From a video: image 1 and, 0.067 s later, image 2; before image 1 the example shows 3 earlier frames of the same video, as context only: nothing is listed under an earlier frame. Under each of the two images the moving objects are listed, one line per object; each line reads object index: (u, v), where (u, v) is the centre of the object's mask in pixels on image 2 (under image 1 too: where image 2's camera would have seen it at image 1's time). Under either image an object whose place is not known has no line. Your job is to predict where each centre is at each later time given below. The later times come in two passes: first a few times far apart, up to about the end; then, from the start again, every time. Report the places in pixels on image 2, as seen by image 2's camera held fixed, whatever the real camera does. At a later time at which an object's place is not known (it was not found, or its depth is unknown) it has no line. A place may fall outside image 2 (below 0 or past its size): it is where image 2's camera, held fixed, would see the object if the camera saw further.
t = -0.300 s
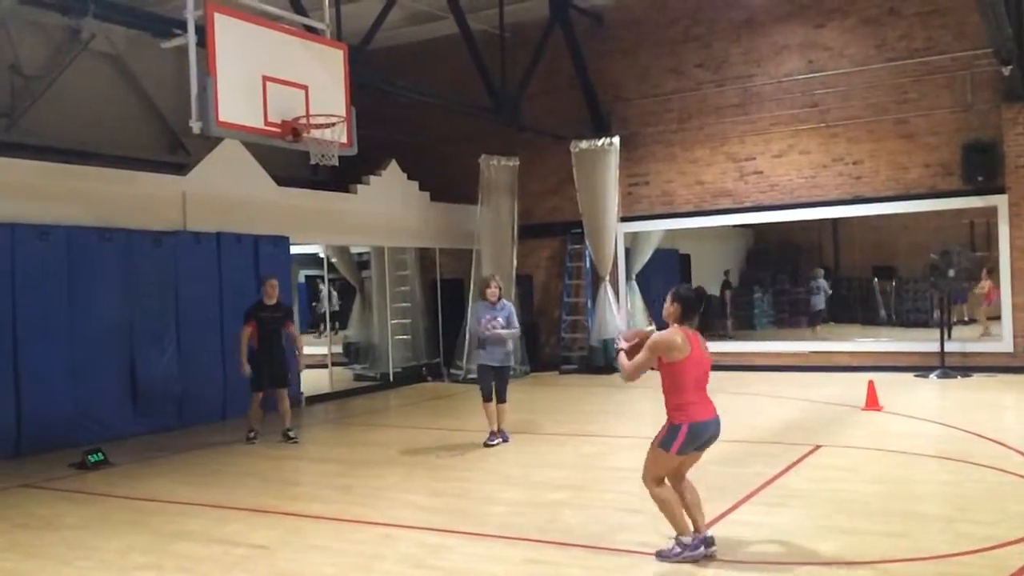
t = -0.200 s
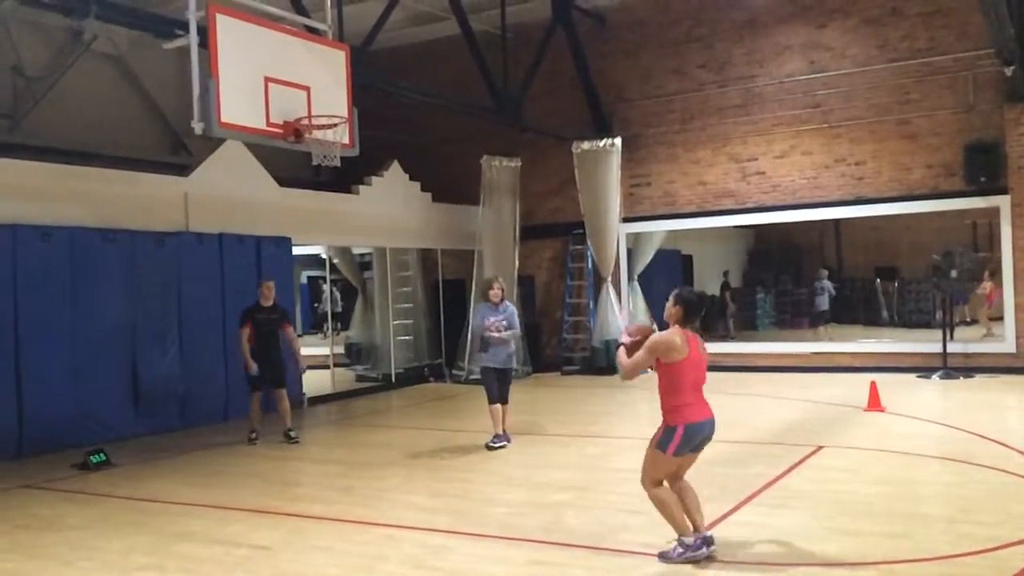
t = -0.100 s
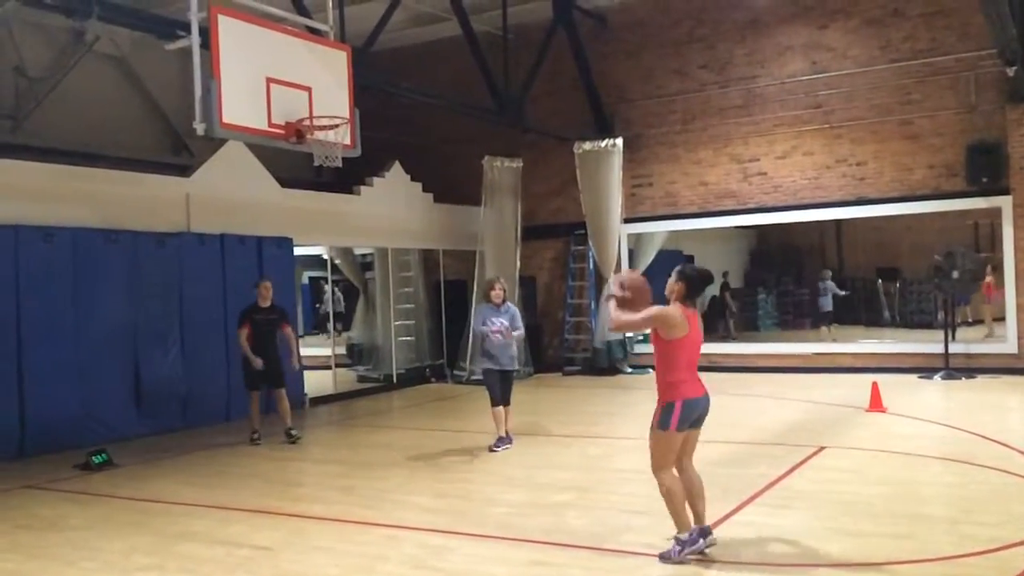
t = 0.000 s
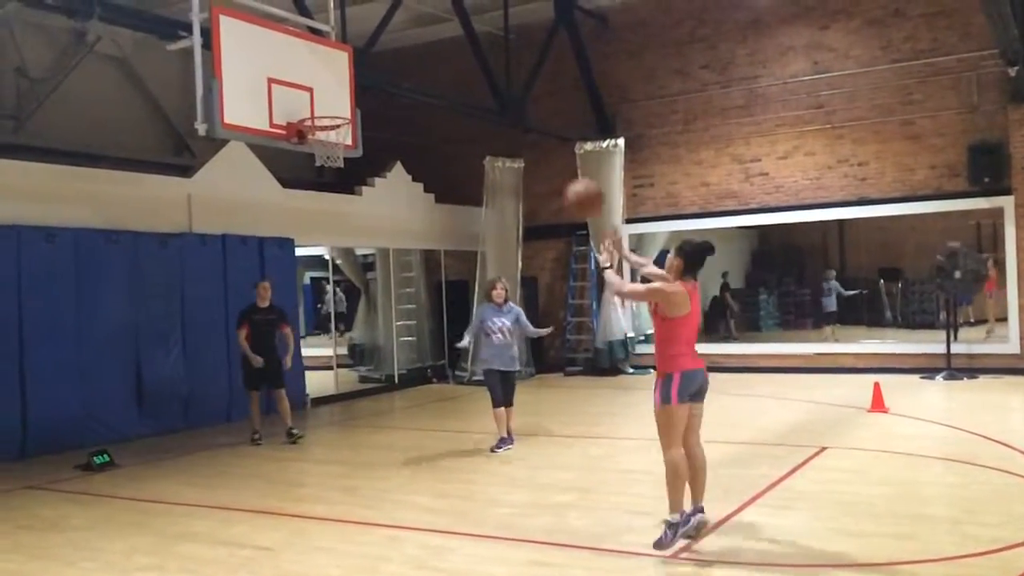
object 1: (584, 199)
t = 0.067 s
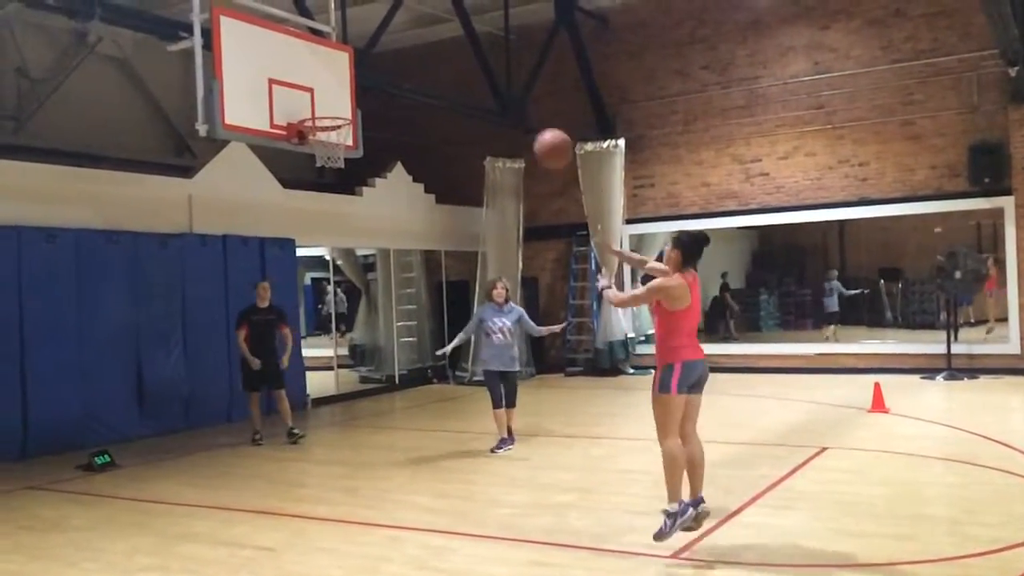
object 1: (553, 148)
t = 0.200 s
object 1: (498, 77)
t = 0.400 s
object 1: (430, 28)
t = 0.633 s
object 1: (369, 44)
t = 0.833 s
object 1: (324, 102)
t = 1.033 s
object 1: (299, 71)
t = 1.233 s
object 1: (274, 75)
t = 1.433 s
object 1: (251, 127)
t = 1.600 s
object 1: (233, 208)
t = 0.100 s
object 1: (538, 127)
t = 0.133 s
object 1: (525, 108)
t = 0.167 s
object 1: (511, 91)
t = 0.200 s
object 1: (498, 77)
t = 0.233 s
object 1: (485, 64)
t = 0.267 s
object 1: (474, 54)
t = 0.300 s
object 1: (462, 45)
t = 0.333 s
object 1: (450, 37)
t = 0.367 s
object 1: (440, 32)
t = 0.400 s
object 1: (430, 28)
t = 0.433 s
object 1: (419, 25)
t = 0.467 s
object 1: (410, 25)
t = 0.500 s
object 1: (401, 26)
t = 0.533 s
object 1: (392, 29)
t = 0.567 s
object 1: (385, 32)
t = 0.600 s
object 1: (377, 37)
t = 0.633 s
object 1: (369, 44)
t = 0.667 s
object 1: (360, 51)
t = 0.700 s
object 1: (352, 59)
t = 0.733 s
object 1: (344, 68)
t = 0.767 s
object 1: (337, 79)
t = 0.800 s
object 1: (331, 90)
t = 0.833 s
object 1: (324, 102)
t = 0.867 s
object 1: (320, 101)
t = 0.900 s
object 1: (316, 93)
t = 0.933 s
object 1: (312, 86)
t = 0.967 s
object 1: (307, 80)
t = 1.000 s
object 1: (303, 75)
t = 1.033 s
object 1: (299, 71)
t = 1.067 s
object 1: (295, 69)
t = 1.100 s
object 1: (291, 67)
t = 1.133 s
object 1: (286, 67)
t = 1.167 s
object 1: (282, 68)
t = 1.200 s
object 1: (278, 71)
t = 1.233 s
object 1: (274, 75)
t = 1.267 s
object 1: (270, 80)
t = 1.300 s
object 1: (266, 87)
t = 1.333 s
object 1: (262, 95)
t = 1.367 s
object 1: (258, 104)
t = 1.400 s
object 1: (254, 115)
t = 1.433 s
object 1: (251, 127)
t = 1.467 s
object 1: (245, 141)
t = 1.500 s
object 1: (244, 155)
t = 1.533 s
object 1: (240, 171)
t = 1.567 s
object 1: (237, 189)
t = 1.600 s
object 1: (233, 208)
